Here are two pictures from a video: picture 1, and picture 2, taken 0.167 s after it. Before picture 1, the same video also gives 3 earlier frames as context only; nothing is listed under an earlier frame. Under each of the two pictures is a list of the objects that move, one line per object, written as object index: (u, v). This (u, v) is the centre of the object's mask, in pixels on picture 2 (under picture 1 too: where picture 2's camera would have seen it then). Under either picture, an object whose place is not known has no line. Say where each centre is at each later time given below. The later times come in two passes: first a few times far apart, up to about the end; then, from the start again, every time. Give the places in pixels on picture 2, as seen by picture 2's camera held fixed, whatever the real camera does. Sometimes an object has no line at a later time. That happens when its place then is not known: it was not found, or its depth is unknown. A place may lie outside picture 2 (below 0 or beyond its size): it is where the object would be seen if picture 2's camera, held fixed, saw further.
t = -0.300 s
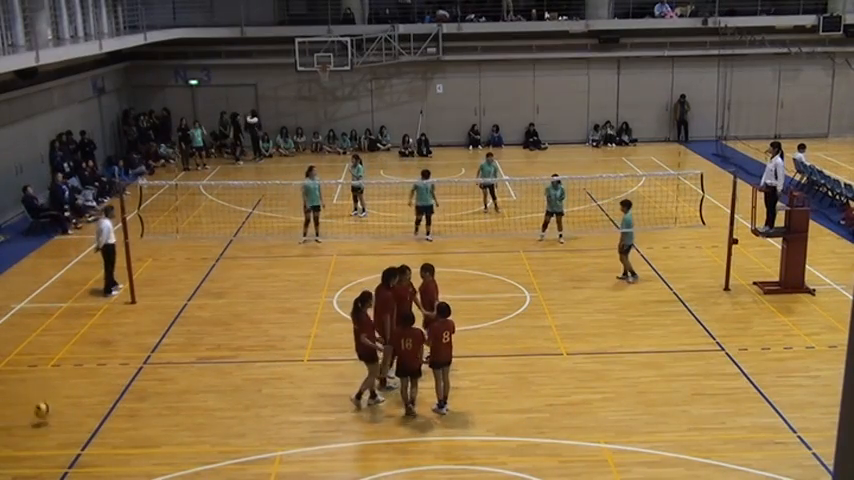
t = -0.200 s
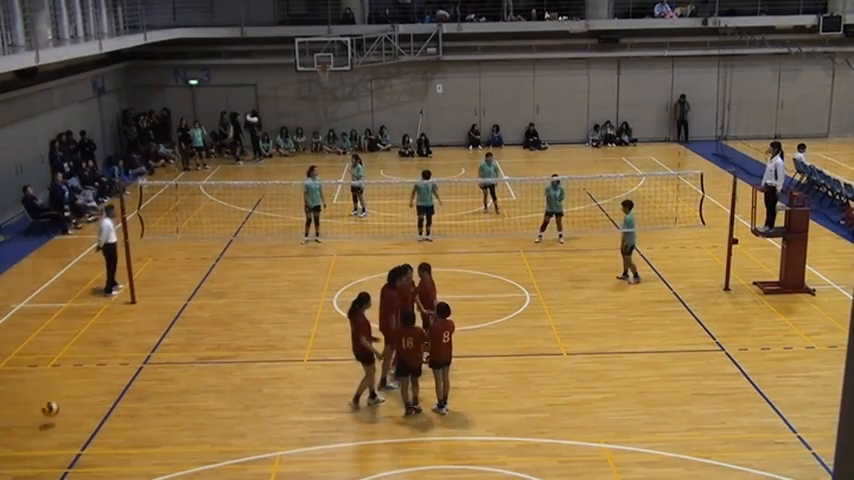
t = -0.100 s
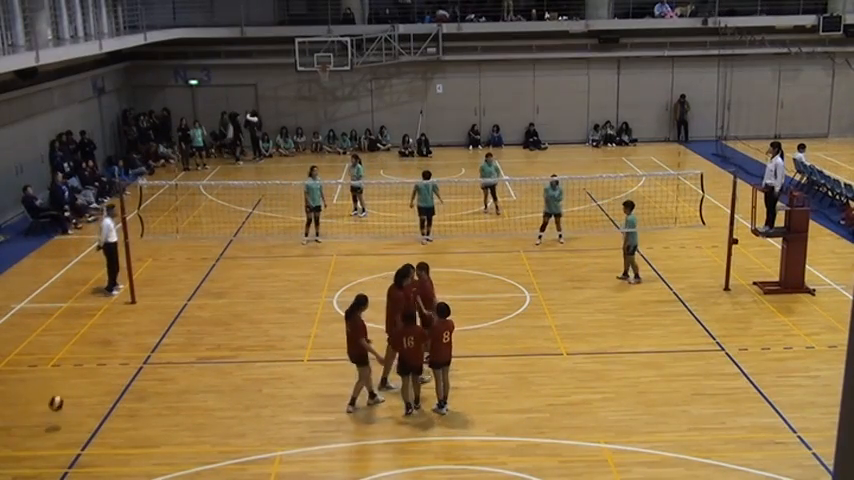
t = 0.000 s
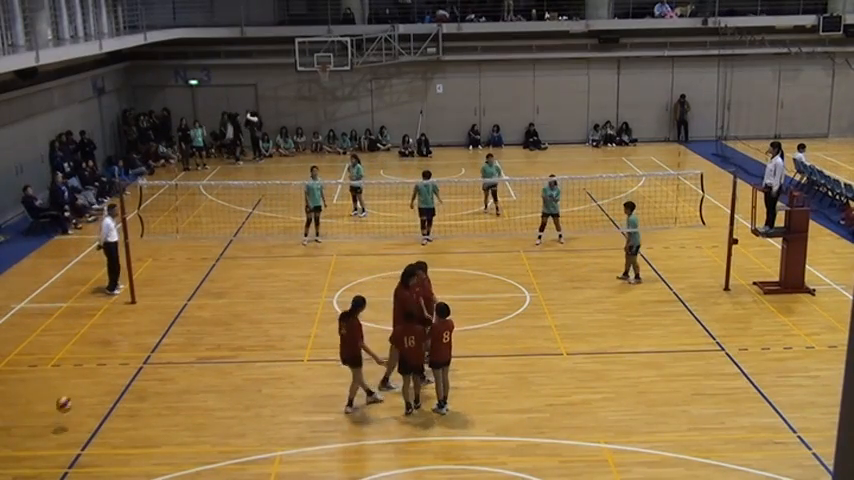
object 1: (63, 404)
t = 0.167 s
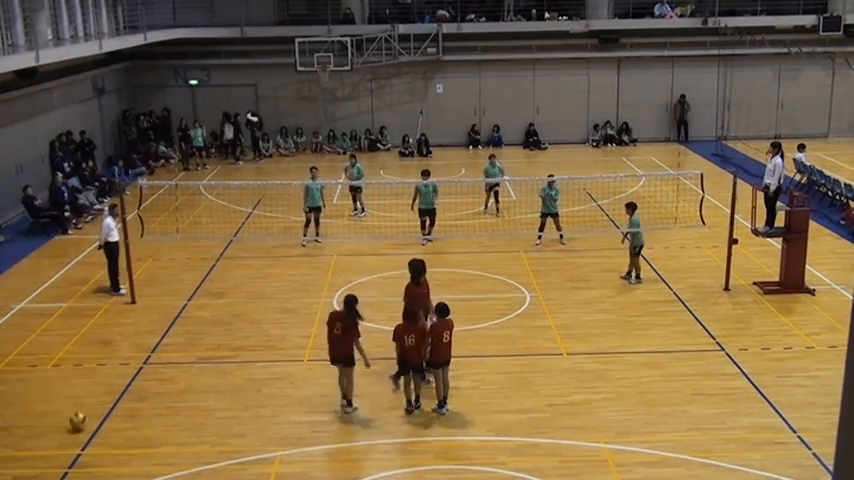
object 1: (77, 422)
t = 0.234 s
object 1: (82, 418)
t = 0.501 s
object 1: (102, 425)
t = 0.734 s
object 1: (120, 422)
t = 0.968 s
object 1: (136, 431)
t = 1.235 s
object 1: (157, 434)
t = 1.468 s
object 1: (174, 439)
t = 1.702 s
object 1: (191, 443)
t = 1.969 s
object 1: (211, 446)
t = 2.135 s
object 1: (224, 448)
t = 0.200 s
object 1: (80, 422)
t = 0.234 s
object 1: (82, 418)
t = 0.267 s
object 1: (84, 416)
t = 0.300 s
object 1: (86, 414)
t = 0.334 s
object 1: (89, 414)
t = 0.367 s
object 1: (92, 414)
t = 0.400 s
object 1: (93, 414)
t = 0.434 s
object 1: (96, 416)
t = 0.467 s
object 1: (98, 421)
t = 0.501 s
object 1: (102, 425)
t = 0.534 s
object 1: (104, 428)
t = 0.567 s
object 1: (107, 428)
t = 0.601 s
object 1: (109, 427)
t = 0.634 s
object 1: (113, 421)
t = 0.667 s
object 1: (115, 421)
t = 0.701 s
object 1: (117, 421)
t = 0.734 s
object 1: (120, 422)
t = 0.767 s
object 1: (122, 423)
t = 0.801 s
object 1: (124, 429)
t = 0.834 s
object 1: (127, 431)
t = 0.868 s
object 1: (130, 433)
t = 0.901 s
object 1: (132, 432)
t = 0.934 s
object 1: (135, 432)
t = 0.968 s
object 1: (136, 431)
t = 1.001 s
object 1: (139, 431)
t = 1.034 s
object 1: (142, 431)
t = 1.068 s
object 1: (145, 434)
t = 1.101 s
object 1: (147, 435)
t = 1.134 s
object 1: (149, 436)
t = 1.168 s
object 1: (152, 435)
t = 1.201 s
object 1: (154, 435)
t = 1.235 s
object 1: (157, 434)
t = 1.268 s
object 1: (159, 435)
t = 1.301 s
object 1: (161, 436)
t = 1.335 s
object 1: (164, 438)
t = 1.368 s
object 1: (167, 439)
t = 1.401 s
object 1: (169, 438)
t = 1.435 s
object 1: (172, 438)
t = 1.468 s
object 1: (174, 439)
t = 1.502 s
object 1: (177, 440)
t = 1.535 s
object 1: (179, 441)
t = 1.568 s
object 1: (181, 441)
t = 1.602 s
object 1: (184, 441)
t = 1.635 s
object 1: (187, 441)
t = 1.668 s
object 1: (189, 441)
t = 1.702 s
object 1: (191, 443)
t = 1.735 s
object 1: (194, 443)
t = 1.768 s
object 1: (196, 443)
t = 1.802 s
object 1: (199, 443)
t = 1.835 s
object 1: (201, 444)
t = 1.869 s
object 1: (204, 445)
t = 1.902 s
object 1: (206, 445)
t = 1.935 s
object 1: (209, 445)
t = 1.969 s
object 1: (211, 446)
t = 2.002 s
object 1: (214, 447)
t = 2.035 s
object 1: (217, 447)
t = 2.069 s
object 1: (220, 446)
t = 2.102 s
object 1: (222, 447)
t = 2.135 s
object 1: (224, 448)
